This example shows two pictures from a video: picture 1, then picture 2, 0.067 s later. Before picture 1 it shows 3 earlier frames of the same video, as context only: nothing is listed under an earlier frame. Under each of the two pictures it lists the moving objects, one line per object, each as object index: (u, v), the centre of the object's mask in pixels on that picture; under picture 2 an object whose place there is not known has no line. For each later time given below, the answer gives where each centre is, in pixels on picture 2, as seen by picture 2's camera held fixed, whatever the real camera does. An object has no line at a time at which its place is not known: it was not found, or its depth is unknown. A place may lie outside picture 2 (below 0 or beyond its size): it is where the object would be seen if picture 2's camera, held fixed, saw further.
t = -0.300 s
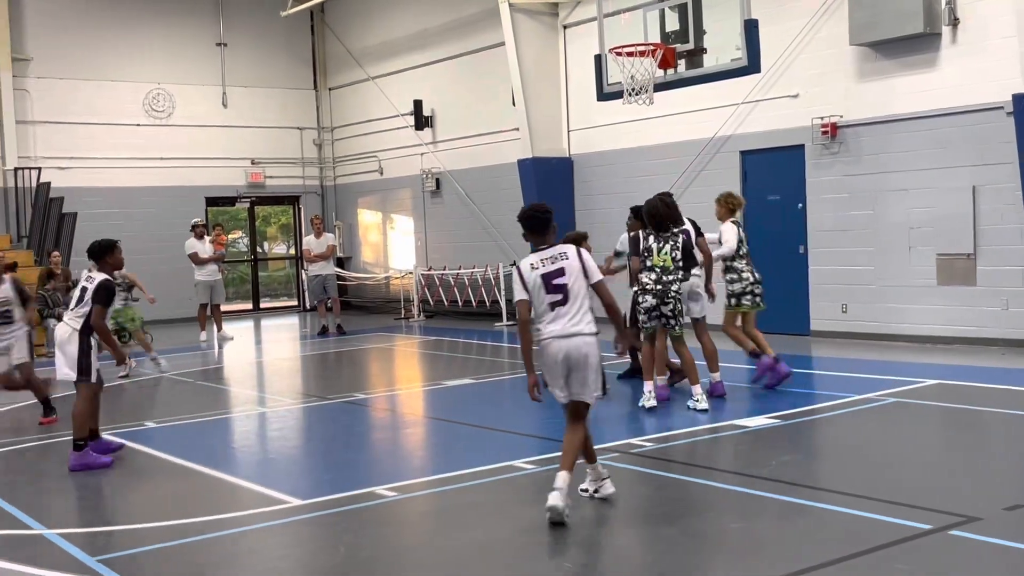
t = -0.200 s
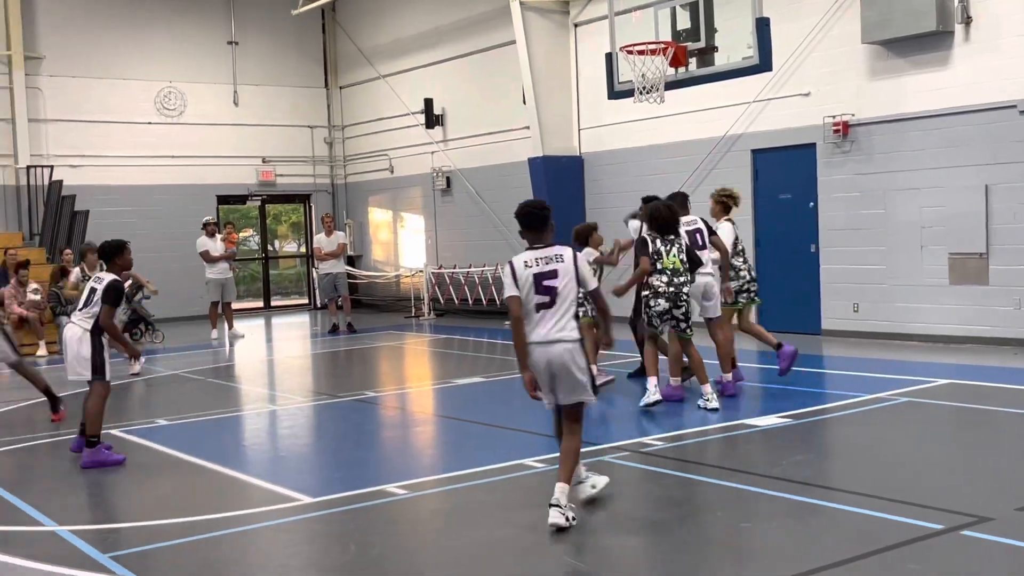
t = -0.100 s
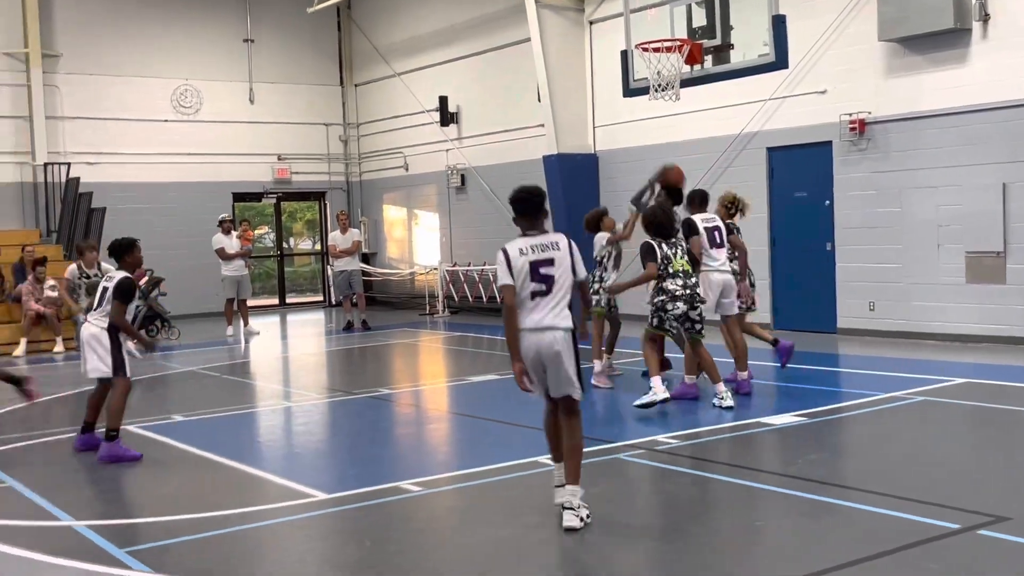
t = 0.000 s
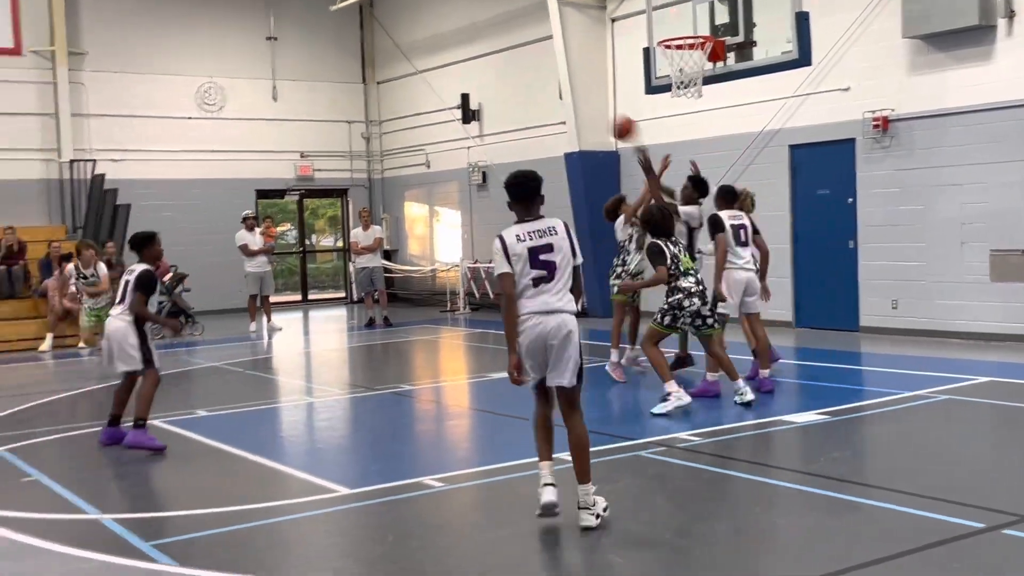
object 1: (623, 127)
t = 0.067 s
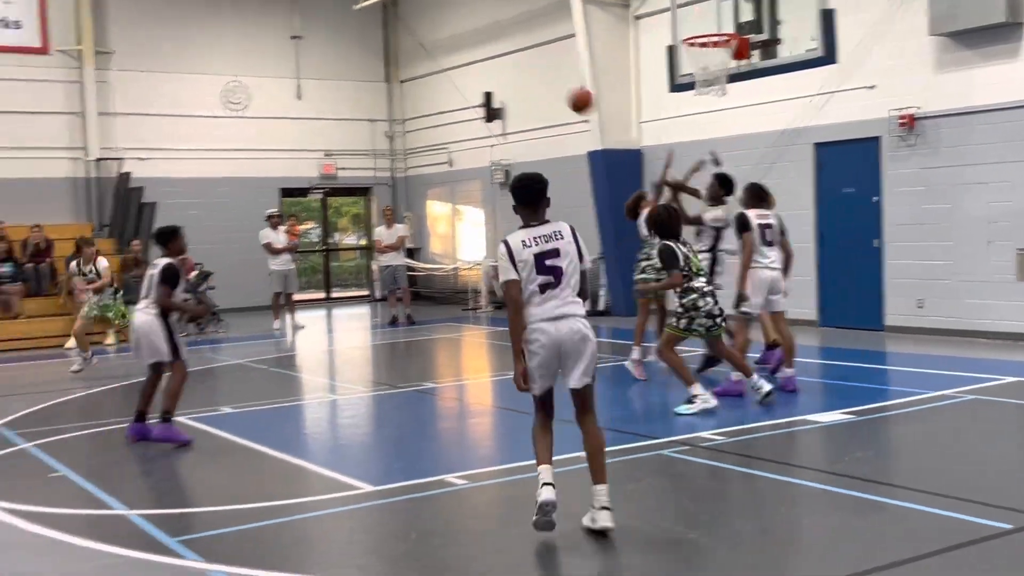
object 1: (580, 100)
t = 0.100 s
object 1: (547, 89)
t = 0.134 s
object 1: (513, 79)
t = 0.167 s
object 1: (481, 69)
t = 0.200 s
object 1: (446, 61)
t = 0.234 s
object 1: (414, 54)
